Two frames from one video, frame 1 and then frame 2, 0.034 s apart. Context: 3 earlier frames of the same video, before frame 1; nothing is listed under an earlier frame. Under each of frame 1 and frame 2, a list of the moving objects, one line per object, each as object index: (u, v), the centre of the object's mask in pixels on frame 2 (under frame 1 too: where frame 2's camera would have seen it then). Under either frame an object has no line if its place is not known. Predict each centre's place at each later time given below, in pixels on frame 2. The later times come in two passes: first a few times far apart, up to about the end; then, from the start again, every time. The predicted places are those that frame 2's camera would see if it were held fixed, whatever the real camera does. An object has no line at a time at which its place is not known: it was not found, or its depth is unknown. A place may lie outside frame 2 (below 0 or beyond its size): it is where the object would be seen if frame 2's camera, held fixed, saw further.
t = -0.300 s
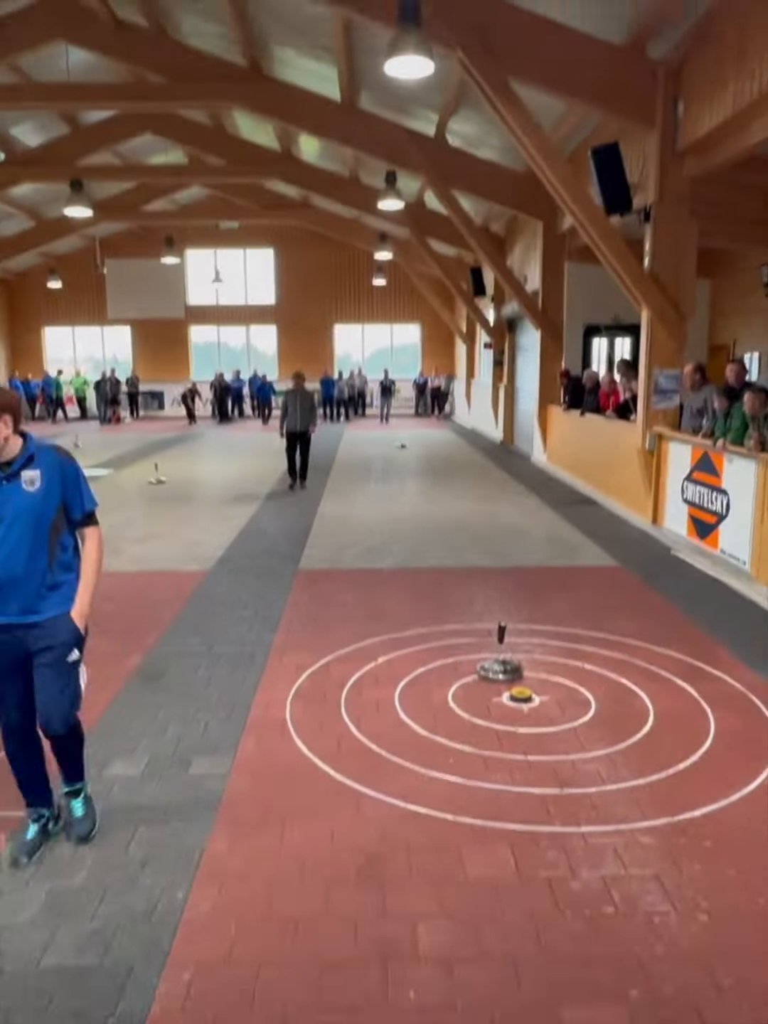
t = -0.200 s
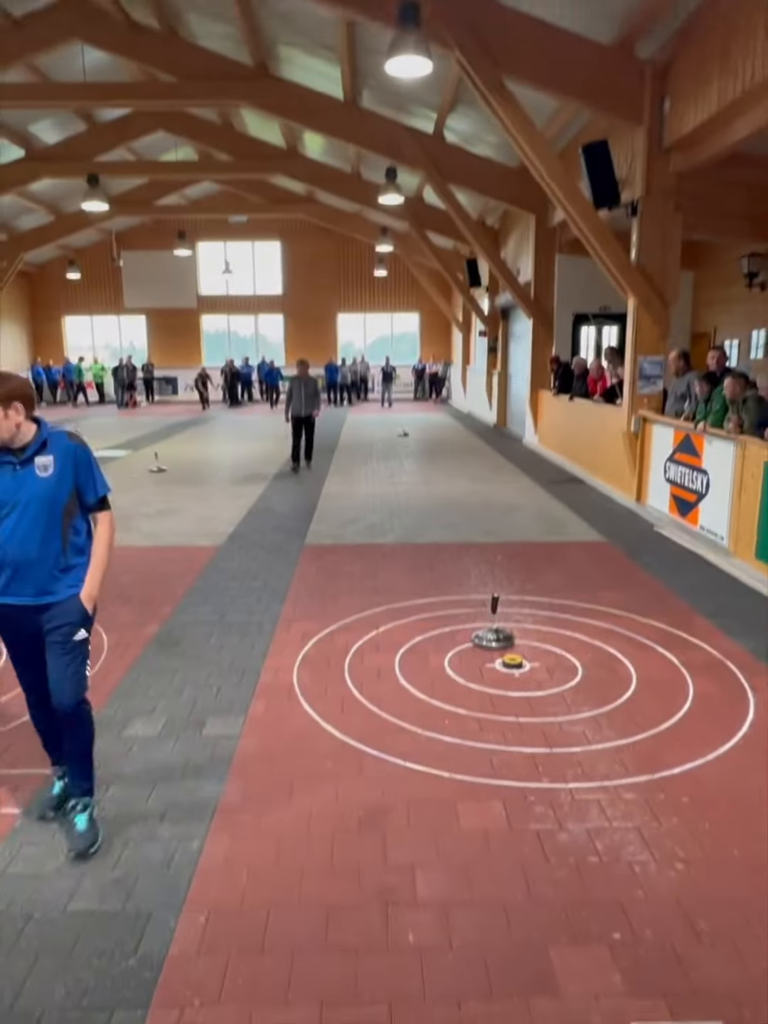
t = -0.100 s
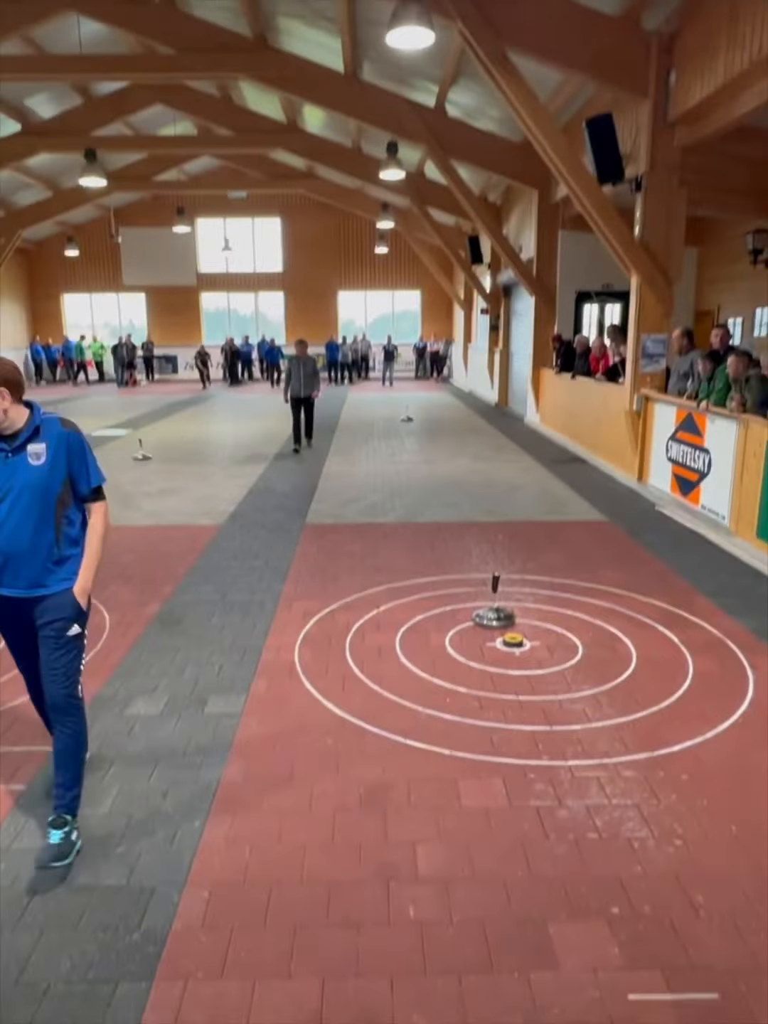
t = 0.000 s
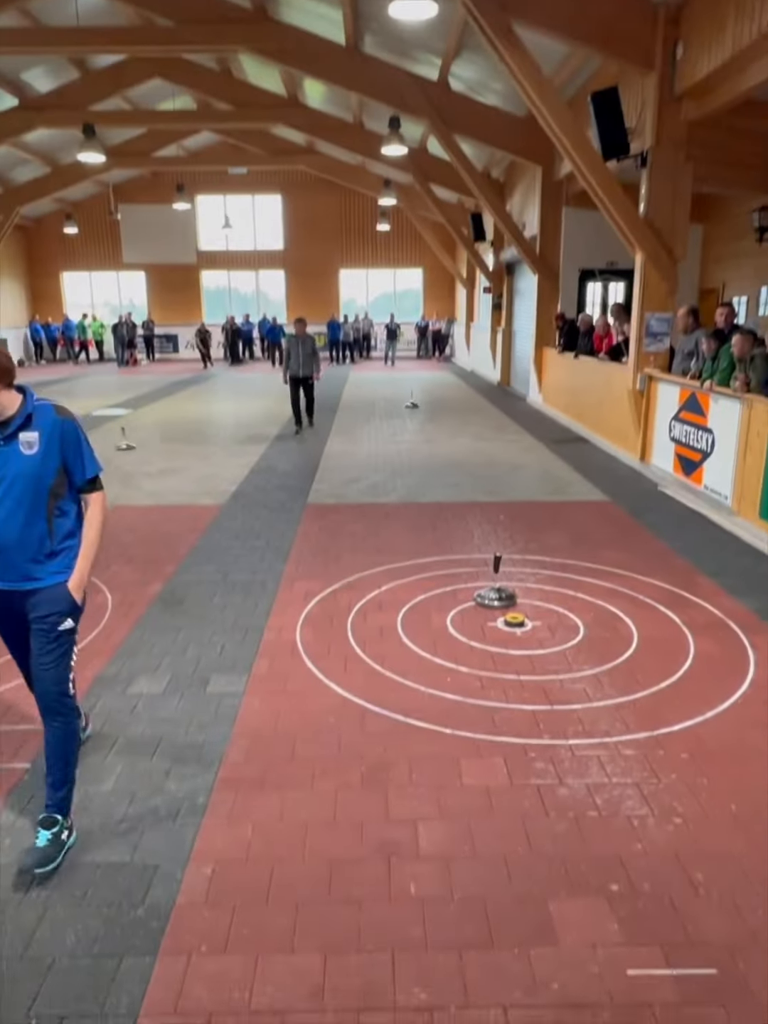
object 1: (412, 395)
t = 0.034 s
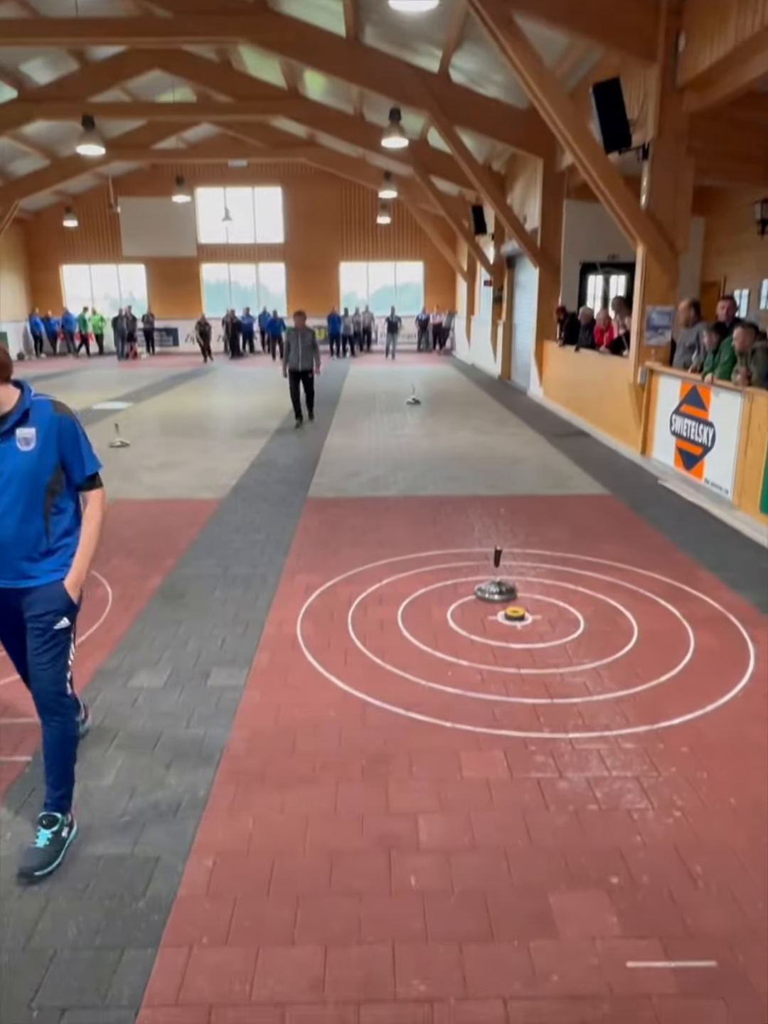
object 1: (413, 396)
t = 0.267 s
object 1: (422, 420)
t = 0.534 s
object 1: (439, 450)
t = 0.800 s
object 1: (462, 505)
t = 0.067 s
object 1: (414, 400)
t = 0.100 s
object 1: (416, 401)
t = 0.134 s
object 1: (417, 406)
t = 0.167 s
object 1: (418, 410)
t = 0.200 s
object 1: (419, 416)
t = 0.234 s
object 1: (421, 419)
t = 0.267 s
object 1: (422, 420)
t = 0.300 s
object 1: (424, 422)
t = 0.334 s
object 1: (426, 427)
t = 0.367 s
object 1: (428, 430)
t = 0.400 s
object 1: (430, 433)
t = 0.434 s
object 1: (432, 438)
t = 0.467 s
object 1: (434, 443)
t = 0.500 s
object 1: (436, 448)
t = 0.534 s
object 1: (439, 450)
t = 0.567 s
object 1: (441, 458)
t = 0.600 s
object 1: (444, 463)
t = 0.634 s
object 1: (446, 467)
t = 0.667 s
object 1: (449, 475)
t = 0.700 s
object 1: (452, 481)
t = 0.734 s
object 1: (456, 490)
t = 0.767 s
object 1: (459, 496)
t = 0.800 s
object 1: (462, 505)
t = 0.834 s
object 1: (467, 513)
